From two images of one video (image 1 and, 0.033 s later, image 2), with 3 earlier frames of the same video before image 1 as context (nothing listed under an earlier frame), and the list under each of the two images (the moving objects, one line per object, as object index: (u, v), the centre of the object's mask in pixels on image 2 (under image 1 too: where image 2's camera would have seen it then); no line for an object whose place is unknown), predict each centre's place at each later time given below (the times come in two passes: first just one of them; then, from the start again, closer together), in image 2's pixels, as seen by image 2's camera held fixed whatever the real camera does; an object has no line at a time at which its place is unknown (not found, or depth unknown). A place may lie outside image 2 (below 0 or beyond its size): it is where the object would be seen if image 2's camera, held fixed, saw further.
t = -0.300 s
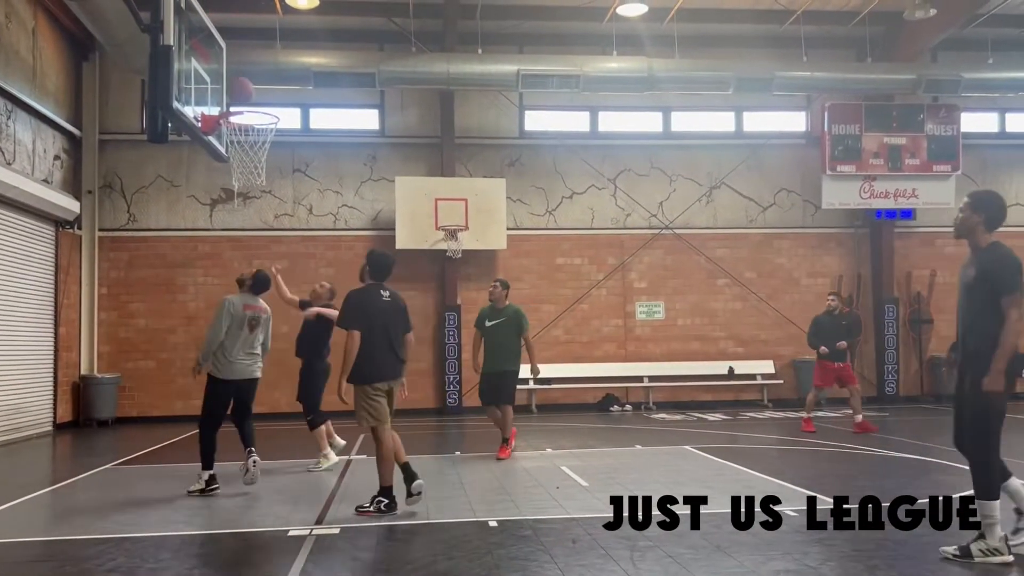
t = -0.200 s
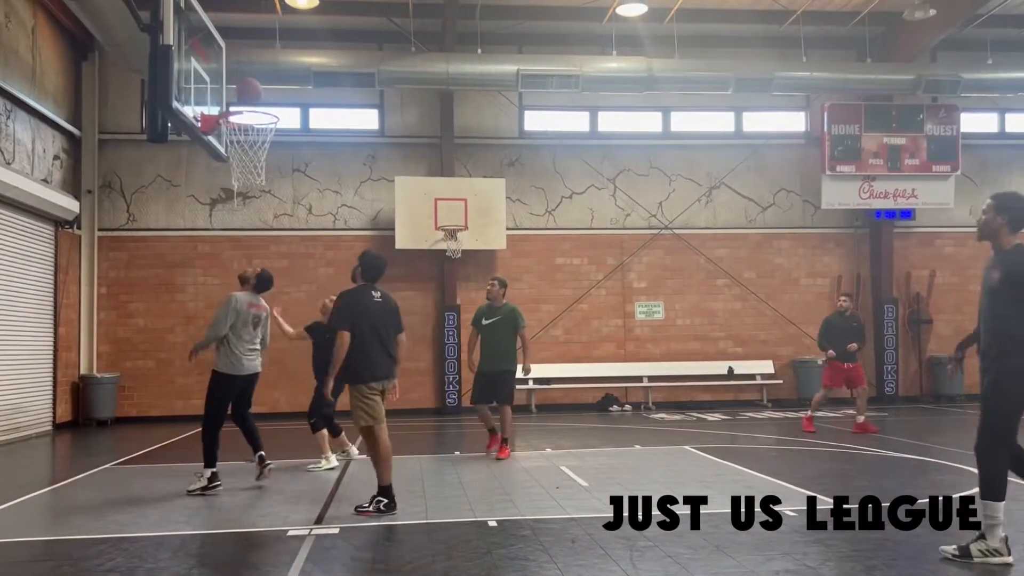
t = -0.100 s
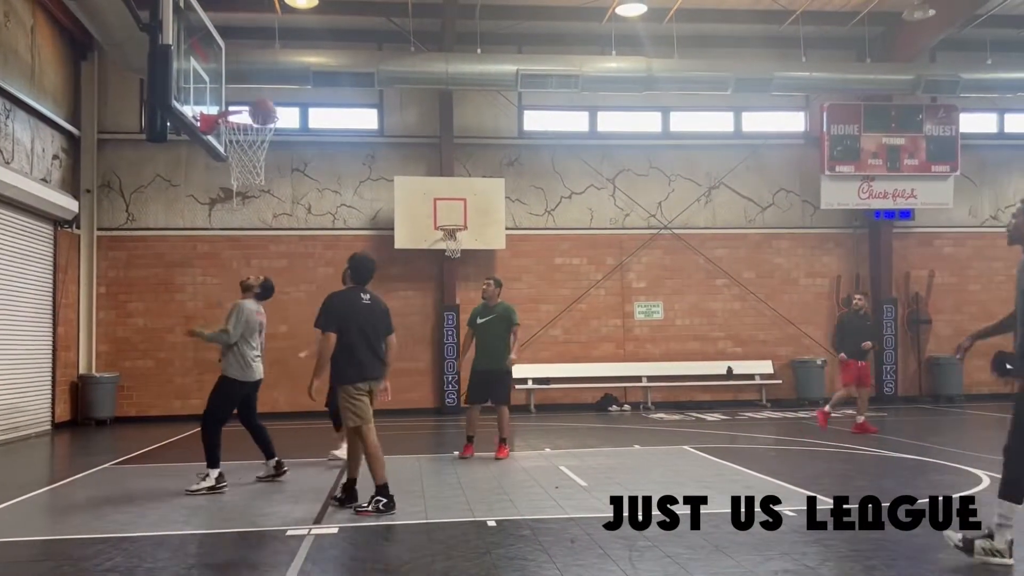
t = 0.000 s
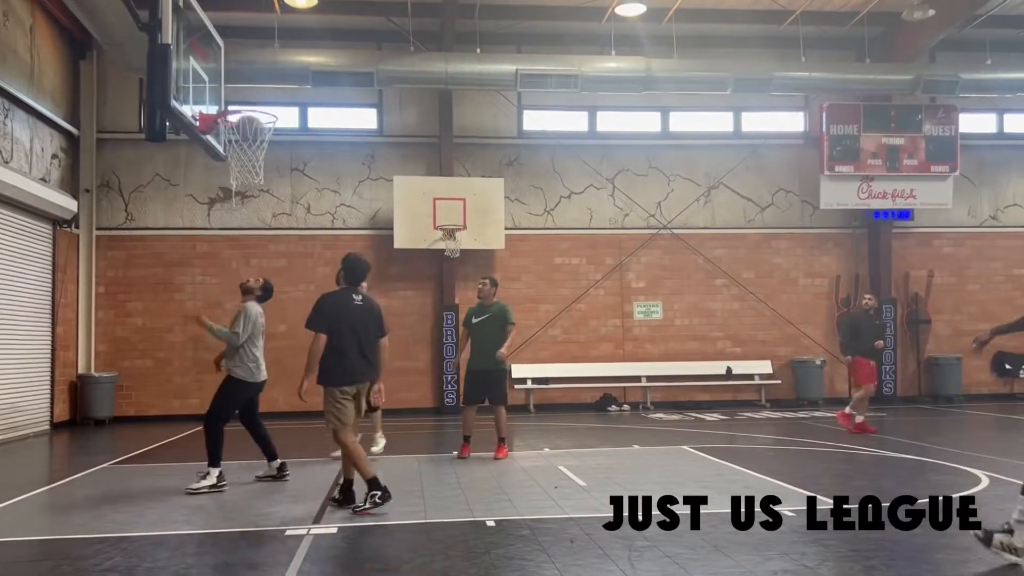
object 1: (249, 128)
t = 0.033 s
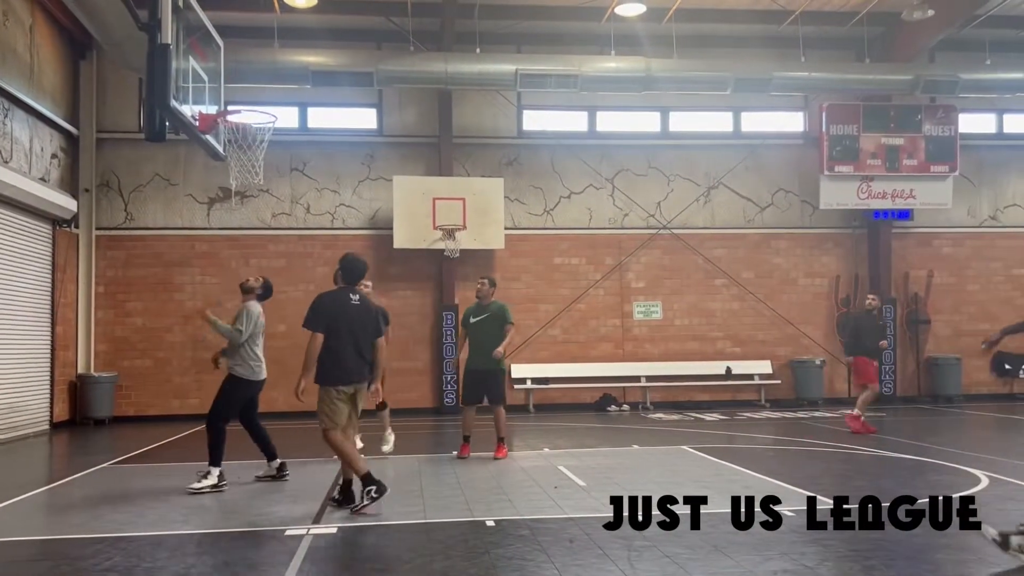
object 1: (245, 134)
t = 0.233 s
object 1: (218, 196)
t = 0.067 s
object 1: (239, 141)
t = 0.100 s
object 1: (235, 153)
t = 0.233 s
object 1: (218, 196)
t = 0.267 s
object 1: (213, 211)
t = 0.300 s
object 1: (209, 226)
